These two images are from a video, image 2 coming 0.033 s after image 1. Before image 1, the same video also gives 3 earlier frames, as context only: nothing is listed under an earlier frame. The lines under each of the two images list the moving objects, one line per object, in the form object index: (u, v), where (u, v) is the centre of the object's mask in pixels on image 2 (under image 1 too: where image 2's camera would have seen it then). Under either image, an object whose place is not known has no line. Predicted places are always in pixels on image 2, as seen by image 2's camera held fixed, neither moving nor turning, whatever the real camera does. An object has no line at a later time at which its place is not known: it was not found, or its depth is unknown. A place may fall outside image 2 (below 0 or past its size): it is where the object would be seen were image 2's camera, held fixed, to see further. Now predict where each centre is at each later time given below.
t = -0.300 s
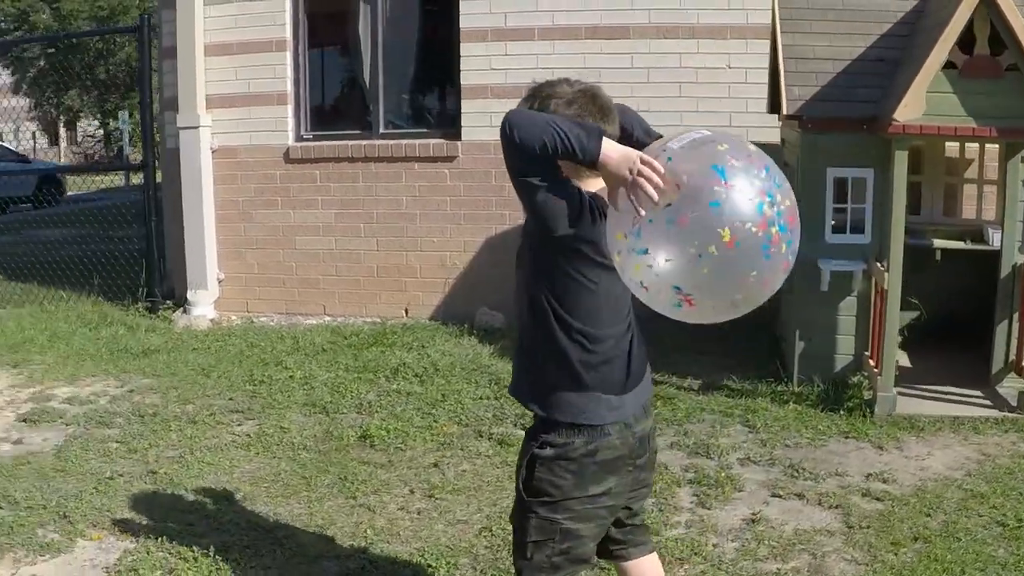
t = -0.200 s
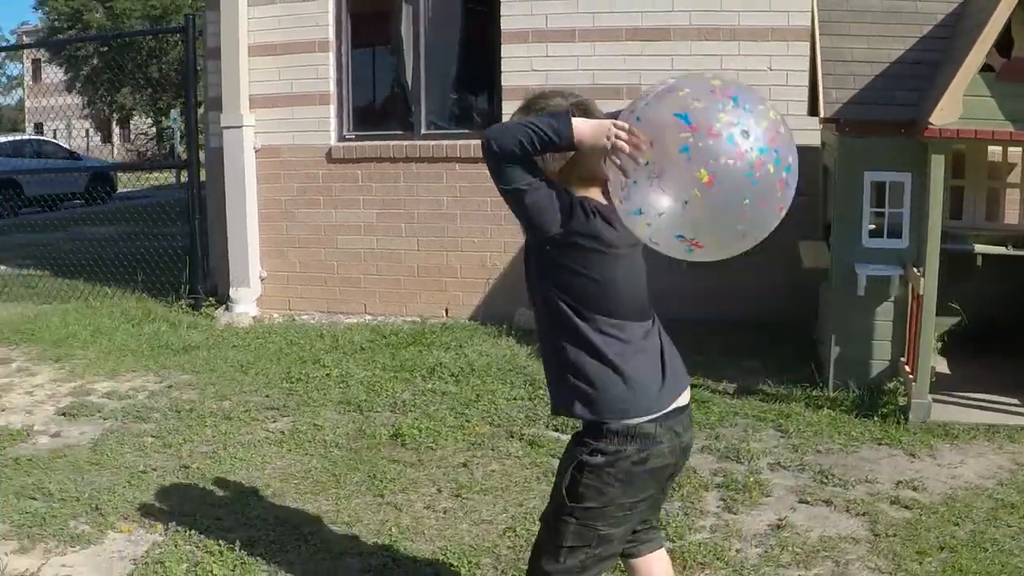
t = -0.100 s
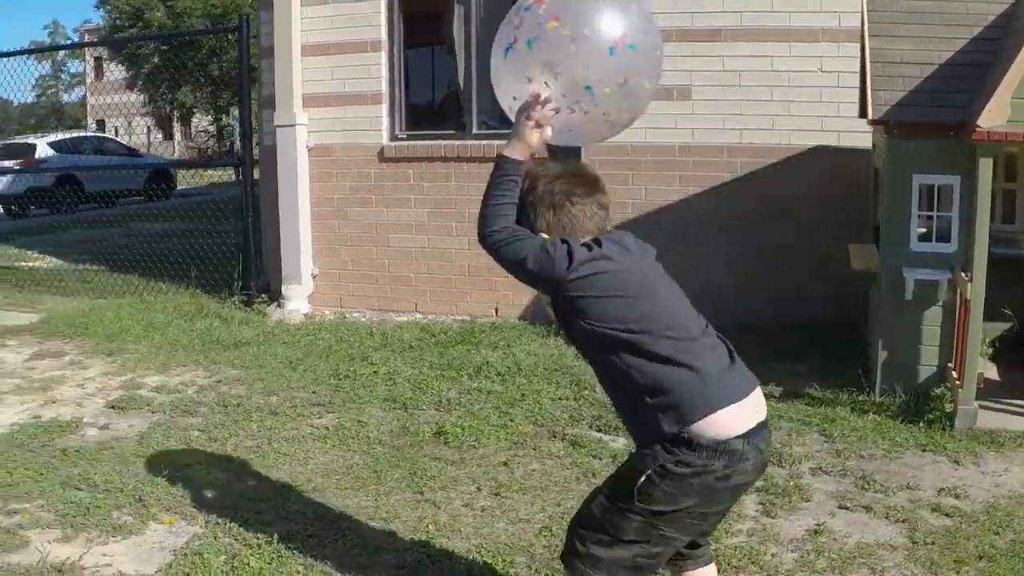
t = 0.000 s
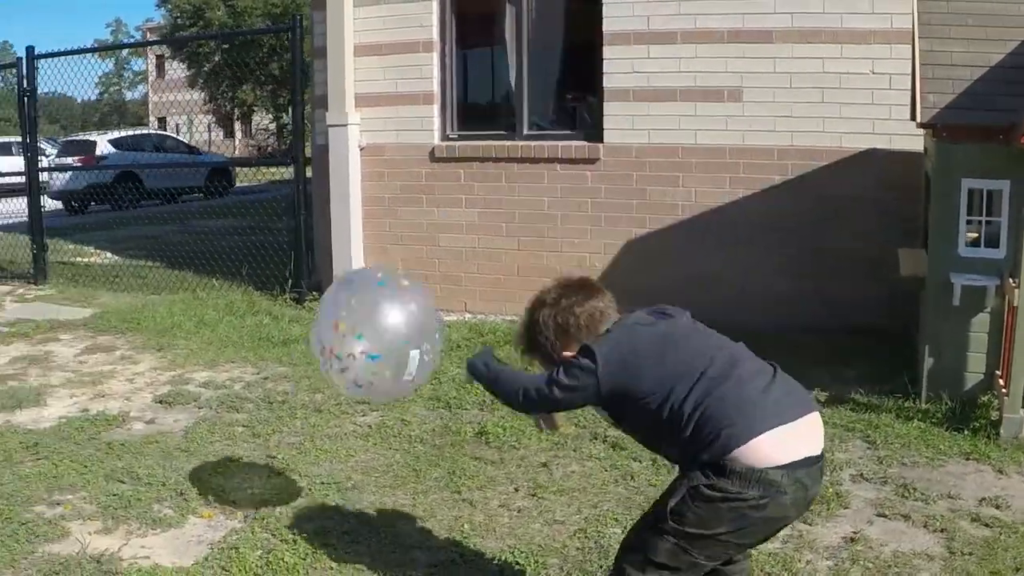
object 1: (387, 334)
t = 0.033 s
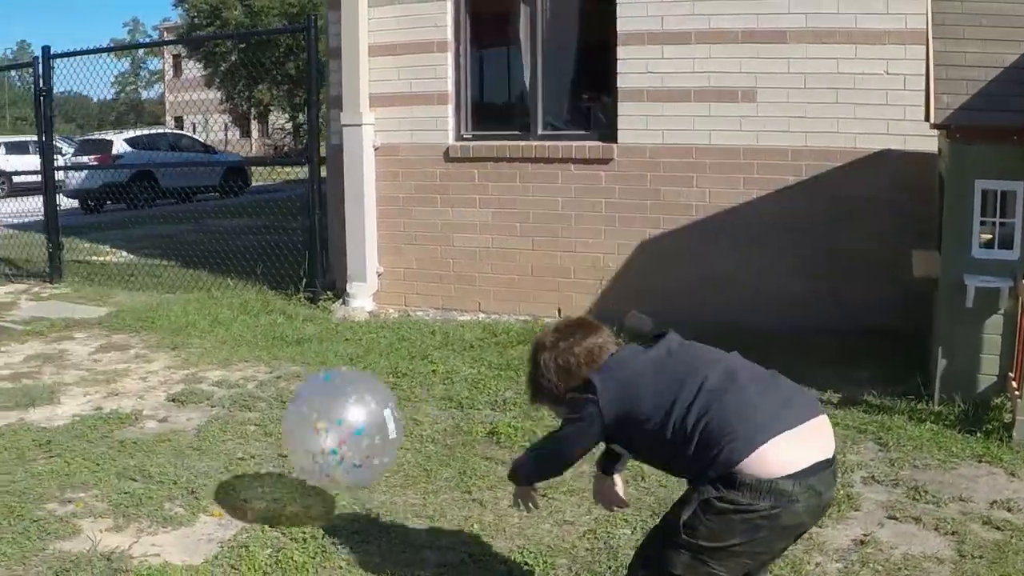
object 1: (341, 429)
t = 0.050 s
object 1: (323, 472)
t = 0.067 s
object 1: (307, 496)
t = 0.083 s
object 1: (289, 464)
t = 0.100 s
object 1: (271, 429)
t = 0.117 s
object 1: (253, 395)
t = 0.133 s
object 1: (235, 364)
